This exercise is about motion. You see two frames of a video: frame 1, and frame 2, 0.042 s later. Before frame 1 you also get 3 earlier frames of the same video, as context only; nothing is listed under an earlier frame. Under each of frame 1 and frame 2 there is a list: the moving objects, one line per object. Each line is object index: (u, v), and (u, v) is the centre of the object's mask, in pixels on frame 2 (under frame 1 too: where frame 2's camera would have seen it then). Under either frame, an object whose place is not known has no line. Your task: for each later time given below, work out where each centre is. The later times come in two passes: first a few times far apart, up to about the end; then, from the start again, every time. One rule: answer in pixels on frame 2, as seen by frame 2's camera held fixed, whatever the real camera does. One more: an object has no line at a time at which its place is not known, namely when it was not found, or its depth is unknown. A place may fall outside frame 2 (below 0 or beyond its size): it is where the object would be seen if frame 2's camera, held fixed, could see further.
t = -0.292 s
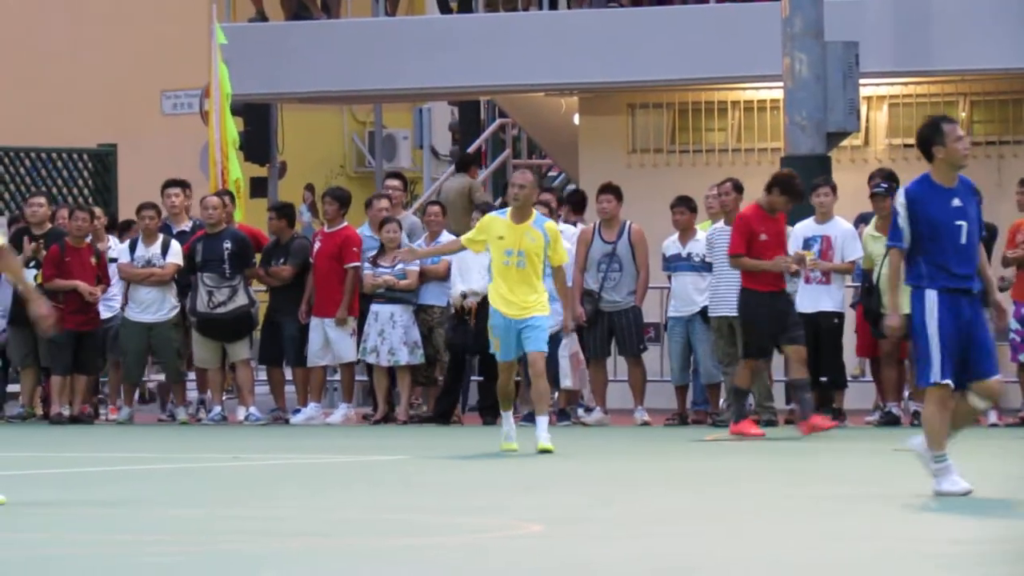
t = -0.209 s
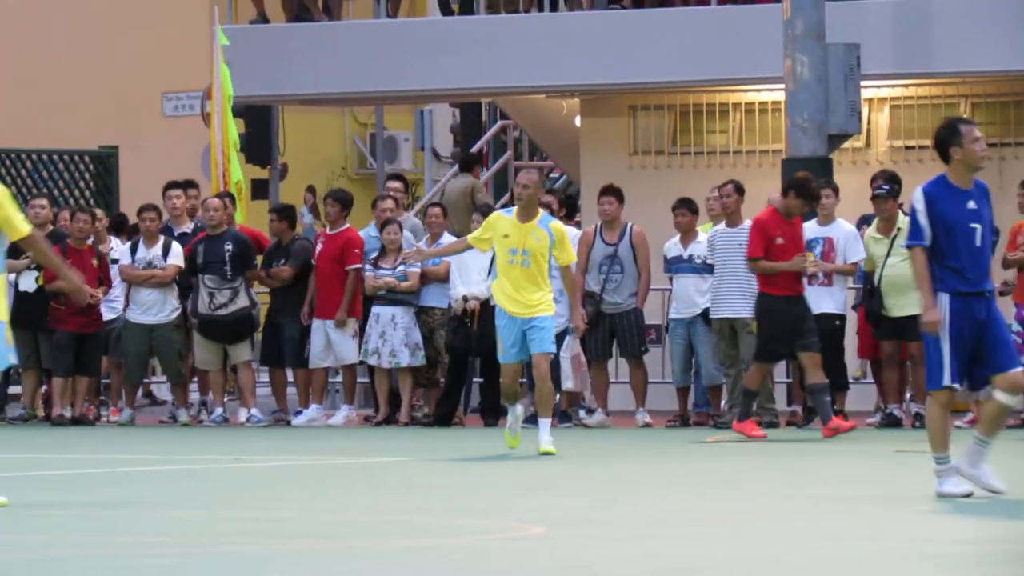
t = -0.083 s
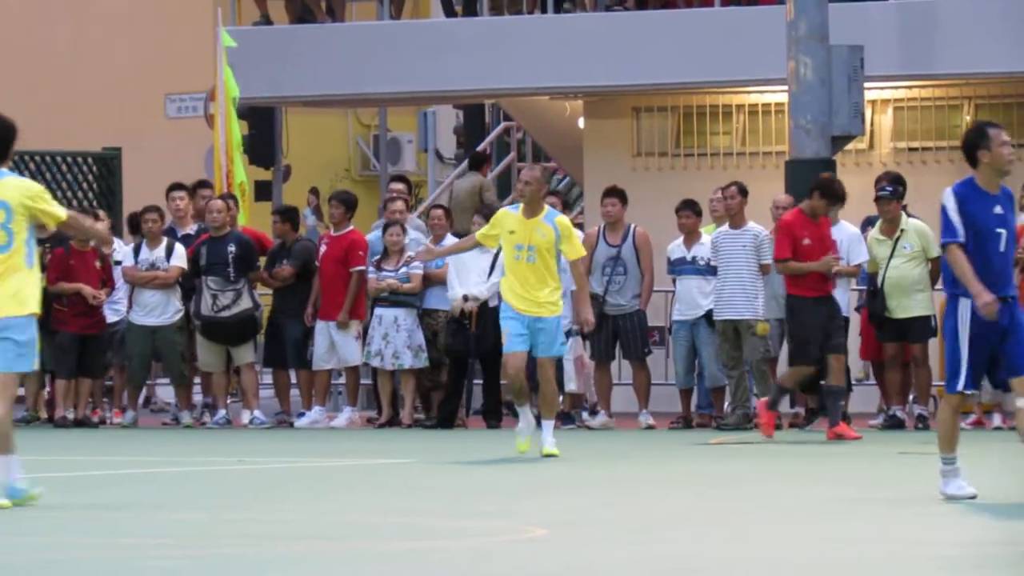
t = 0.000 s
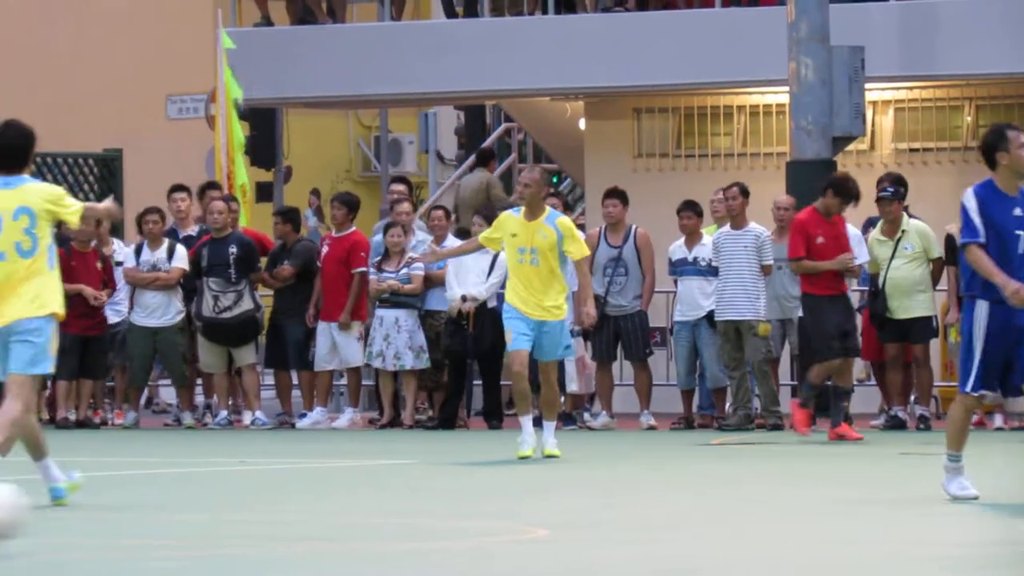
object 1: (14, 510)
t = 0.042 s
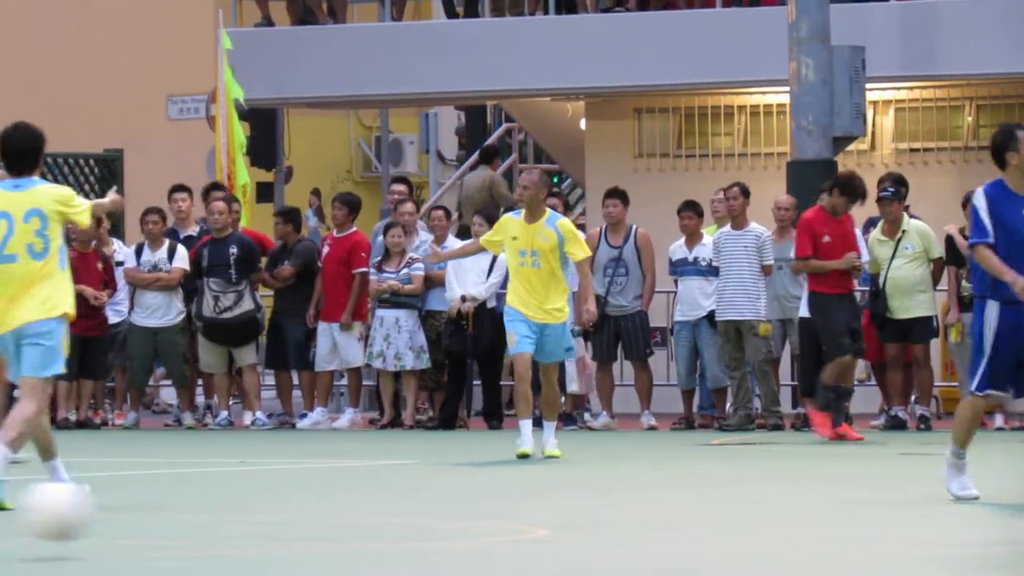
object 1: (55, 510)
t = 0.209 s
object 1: (317, 517)
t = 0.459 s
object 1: (732, 529)
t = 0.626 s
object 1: (999, 528)
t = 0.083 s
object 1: (121, 515)
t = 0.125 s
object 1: (186, 526)
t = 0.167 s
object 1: (251, 521)
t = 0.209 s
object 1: (317, 517)
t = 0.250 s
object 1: (384, 517)
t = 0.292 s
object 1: (454, 524)
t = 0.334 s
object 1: (520, 528)
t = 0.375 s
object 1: (589, 523)
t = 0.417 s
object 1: (660, 523)
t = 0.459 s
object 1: (732, 529)
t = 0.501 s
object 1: (803, 527)
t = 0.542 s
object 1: (872, 523)
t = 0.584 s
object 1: (945, 524)
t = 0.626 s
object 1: (999, 528)
